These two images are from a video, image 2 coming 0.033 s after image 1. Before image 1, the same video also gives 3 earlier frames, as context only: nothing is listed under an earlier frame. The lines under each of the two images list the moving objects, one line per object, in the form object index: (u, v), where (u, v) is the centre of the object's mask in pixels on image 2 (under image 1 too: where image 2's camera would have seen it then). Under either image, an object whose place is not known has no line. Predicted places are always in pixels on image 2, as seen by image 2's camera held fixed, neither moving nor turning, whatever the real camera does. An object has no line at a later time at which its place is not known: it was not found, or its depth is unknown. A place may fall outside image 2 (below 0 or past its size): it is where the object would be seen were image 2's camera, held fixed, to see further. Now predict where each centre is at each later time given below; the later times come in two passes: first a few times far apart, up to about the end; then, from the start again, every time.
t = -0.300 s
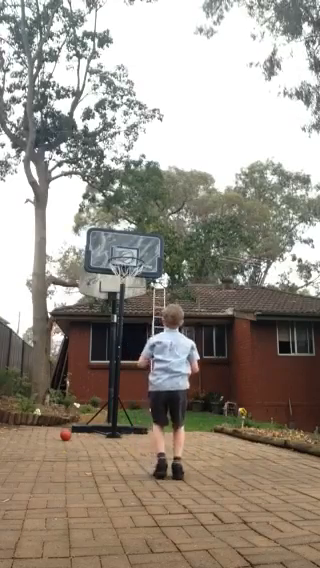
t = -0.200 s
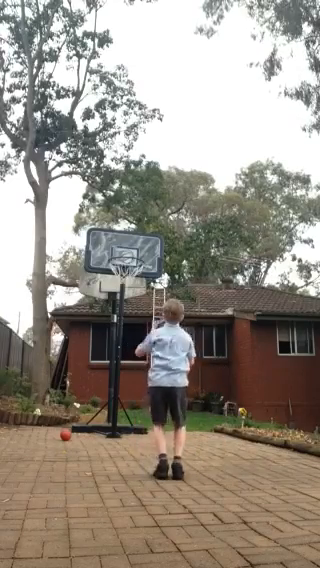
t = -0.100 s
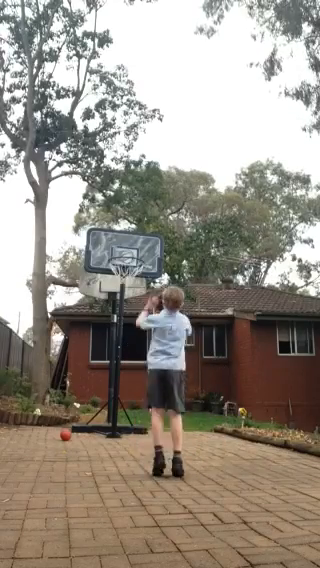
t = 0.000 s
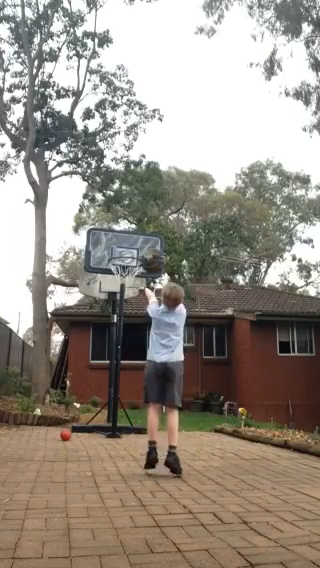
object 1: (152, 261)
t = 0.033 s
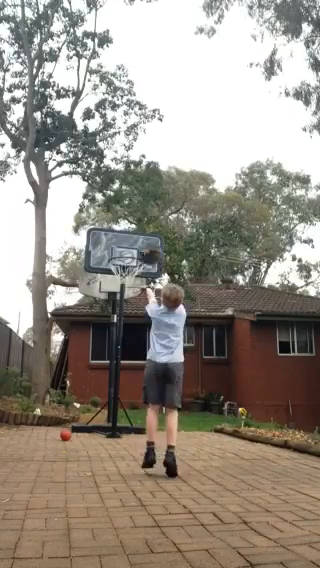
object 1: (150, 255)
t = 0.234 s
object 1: (129, 230)
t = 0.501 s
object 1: (112, 248)
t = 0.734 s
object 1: (109, 247)
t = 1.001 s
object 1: (108, 247)
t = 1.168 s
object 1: (102, 261)
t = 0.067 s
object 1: (145, 246)
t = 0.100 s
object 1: (141, 241)
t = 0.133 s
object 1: (139, 234)
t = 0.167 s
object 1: (135, 233)
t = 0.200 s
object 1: (133, 231)
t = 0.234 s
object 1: (129, 230)
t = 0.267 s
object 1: (129, 227)
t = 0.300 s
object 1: (126, 230)
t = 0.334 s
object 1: (124, 230)
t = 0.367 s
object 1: (121, 232)
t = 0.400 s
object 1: (120, 234)
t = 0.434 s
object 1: (117, 238)
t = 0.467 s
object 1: (114, 243)
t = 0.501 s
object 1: (112, 248)
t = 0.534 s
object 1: (110, 252)
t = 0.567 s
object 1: (109, 253)
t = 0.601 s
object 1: (108, 253)
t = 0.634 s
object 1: (109, 250)
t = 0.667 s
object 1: (109, 248)
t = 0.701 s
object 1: (109, 247)
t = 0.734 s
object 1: (109, 247)
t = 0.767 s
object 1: (109, 247)
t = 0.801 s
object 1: (109, 248)
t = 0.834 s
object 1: (109, 249)
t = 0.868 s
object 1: (109, 247)
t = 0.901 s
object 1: (109, 246)
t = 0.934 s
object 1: (108, 246)
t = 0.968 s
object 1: (108, 247)
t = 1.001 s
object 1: (108, 247)
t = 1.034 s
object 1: (107, 250)
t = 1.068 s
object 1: (106, 252)
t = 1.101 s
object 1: (105, 253)
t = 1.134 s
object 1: (103, 256)
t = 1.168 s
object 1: (102, 261)
